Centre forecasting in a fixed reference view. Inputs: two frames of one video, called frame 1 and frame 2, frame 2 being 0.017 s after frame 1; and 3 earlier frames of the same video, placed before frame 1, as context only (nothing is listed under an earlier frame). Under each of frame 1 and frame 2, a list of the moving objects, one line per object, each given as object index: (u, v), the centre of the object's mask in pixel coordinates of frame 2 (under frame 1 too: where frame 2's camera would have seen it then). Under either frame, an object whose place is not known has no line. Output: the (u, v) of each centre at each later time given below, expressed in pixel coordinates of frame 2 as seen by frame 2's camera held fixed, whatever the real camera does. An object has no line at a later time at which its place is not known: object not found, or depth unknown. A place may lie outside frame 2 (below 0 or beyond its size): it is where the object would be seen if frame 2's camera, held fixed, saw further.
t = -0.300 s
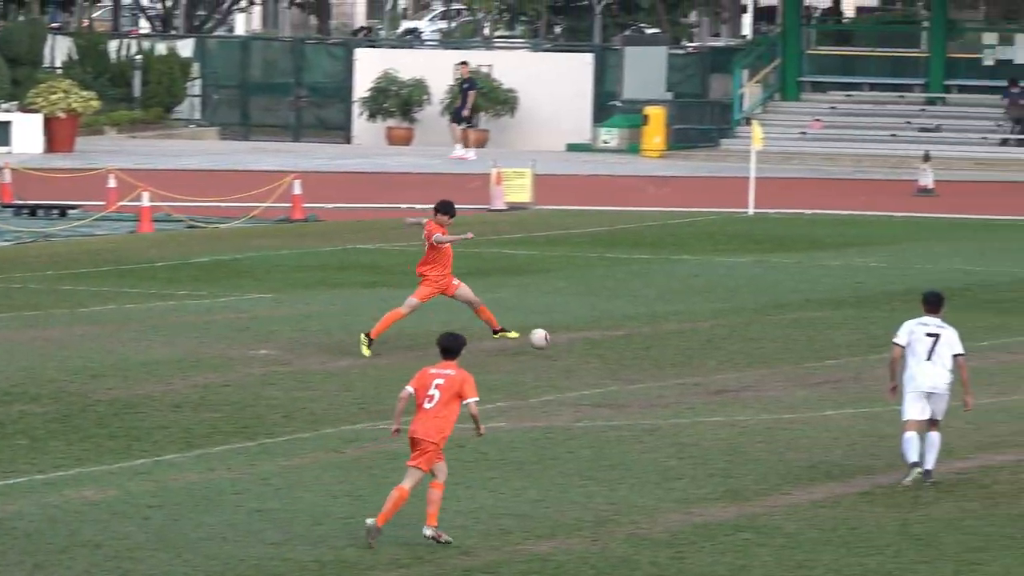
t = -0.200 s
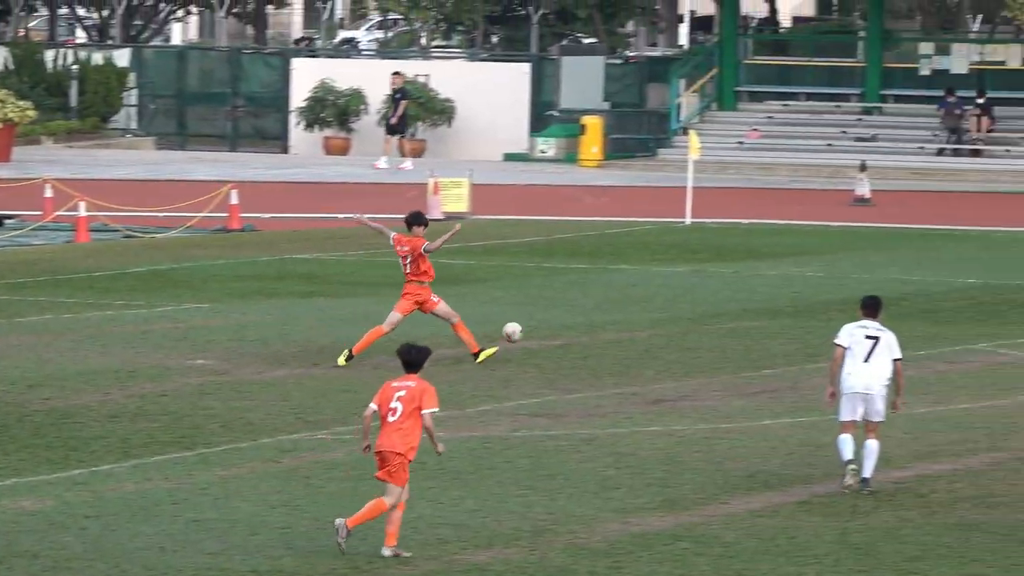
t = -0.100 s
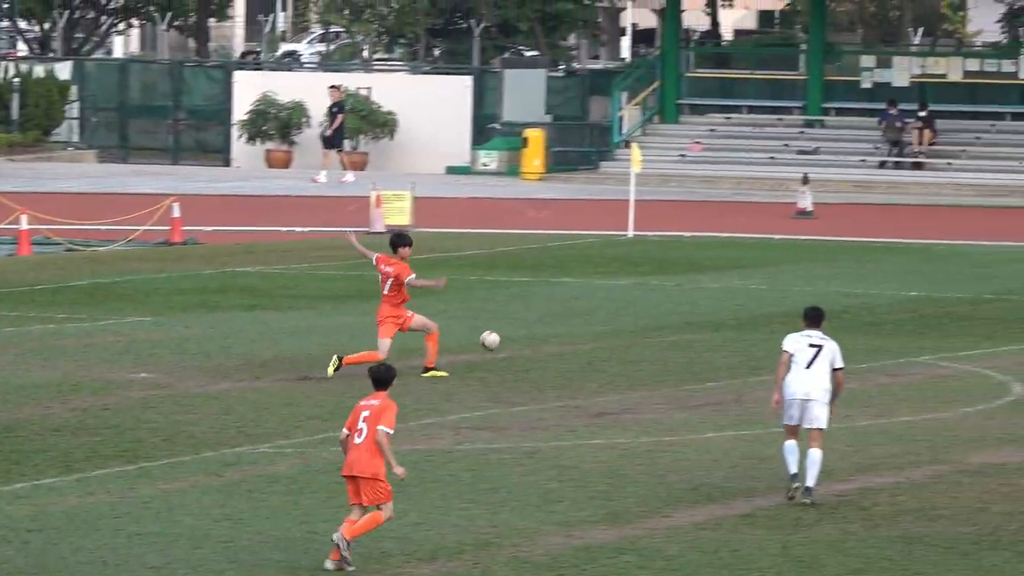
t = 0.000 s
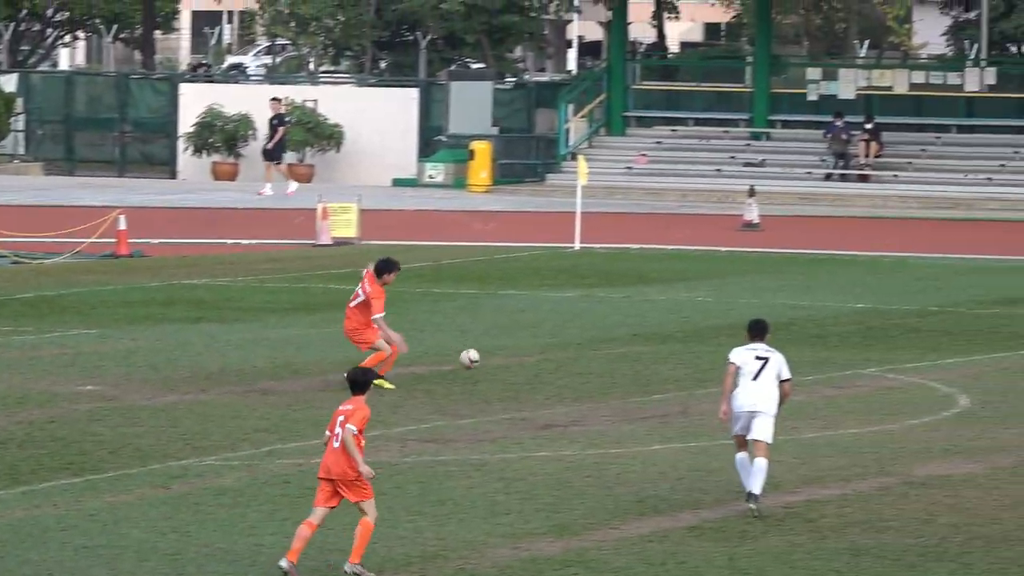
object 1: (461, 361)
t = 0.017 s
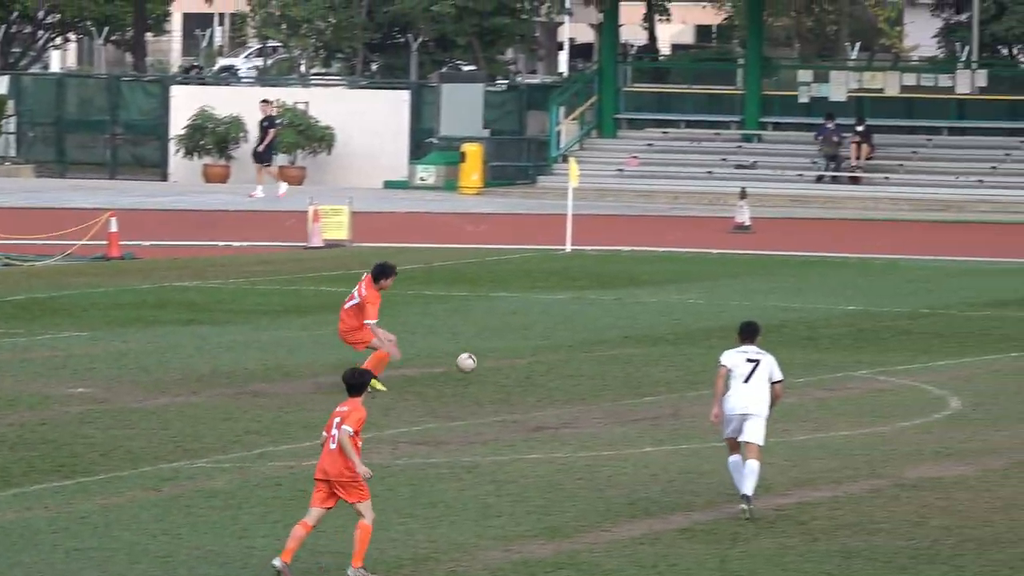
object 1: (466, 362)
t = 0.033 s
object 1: (472, 364)
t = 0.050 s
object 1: (477, 367)
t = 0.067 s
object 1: (482, 370)
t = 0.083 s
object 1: (487, 367)
